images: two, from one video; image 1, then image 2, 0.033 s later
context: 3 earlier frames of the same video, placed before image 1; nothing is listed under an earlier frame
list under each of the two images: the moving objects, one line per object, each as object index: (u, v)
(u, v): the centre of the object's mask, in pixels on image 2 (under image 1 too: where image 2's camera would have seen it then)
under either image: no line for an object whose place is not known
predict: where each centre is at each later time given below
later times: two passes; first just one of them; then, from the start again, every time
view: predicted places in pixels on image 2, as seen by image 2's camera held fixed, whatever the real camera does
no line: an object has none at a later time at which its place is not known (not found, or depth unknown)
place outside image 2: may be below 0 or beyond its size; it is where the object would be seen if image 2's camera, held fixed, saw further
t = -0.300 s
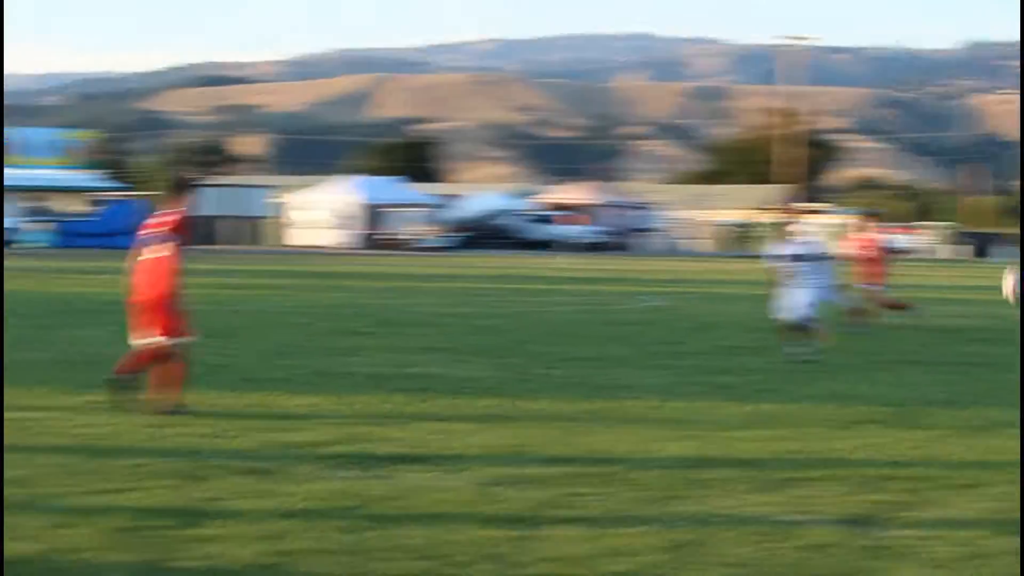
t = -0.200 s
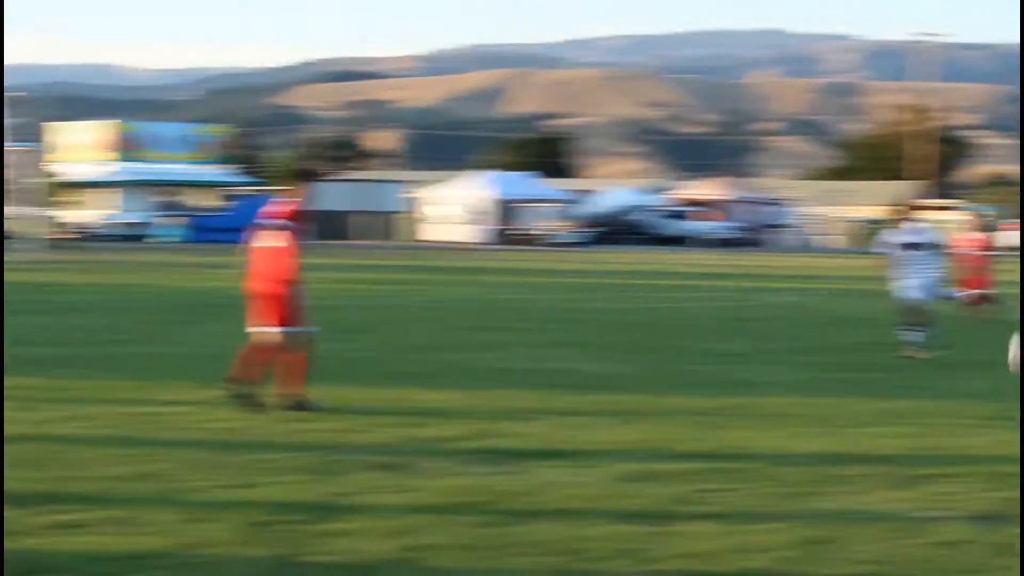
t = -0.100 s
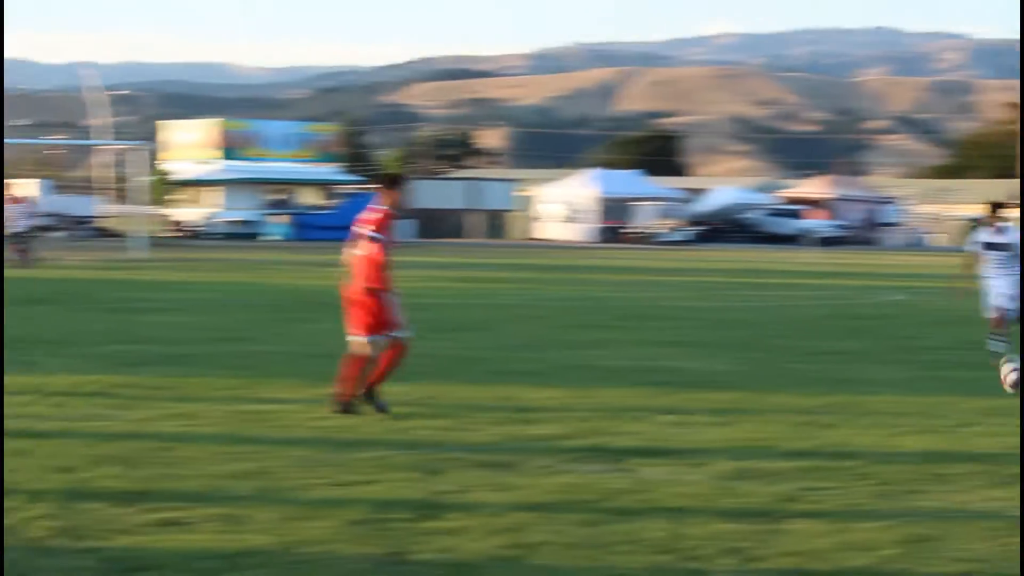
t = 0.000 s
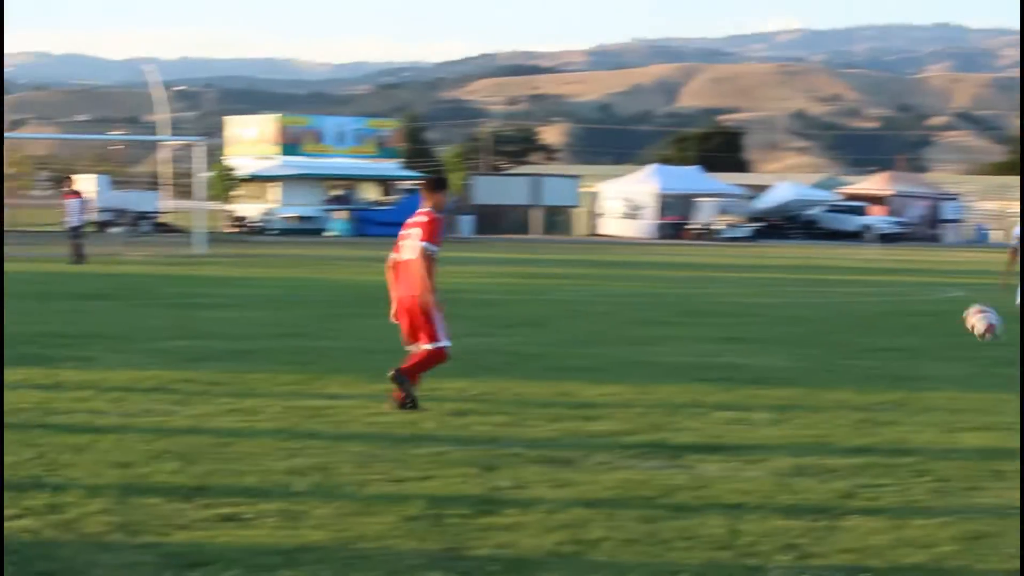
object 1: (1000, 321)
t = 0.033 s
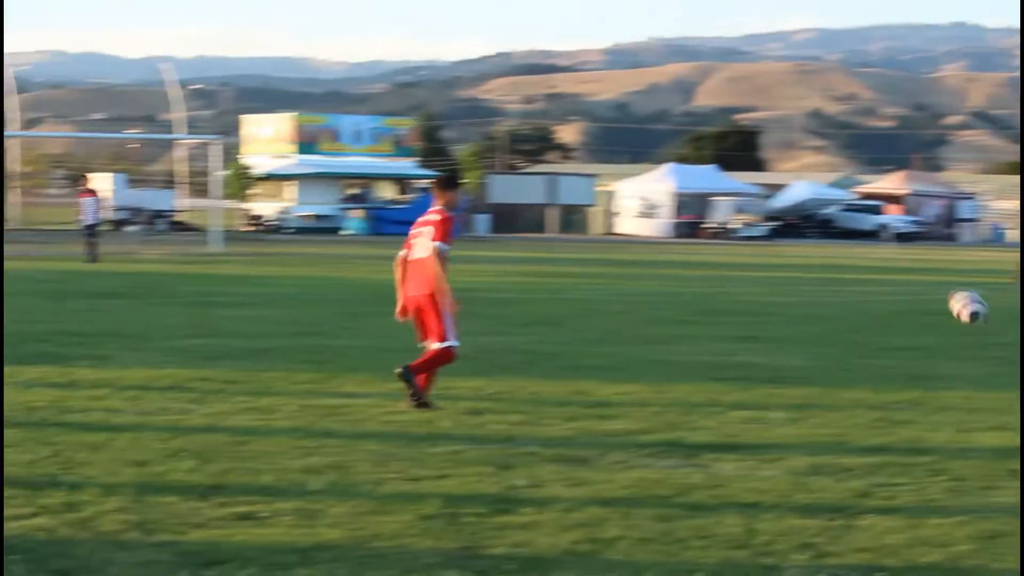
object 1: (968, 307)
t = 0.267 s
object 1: (736, 262)
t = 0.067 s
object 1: (935, 296)
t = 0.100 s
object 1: (903, 285)
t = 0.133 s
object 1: (871, 279)
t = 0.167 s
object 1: (838, 272)
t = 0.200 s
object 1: (804, 267)
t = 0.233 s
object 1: (771, 263)
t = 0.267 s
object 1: (736, 262)
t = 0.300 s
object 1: (703, 264)
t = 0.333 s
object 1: (670, 266)
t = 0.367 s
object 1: (637, 271)
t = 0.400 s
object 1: (604, 277)
